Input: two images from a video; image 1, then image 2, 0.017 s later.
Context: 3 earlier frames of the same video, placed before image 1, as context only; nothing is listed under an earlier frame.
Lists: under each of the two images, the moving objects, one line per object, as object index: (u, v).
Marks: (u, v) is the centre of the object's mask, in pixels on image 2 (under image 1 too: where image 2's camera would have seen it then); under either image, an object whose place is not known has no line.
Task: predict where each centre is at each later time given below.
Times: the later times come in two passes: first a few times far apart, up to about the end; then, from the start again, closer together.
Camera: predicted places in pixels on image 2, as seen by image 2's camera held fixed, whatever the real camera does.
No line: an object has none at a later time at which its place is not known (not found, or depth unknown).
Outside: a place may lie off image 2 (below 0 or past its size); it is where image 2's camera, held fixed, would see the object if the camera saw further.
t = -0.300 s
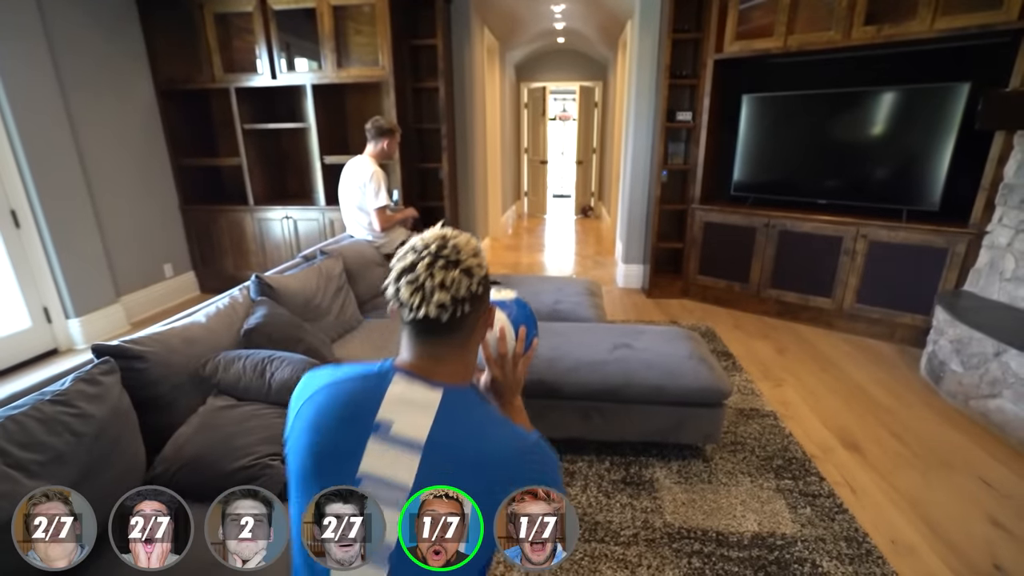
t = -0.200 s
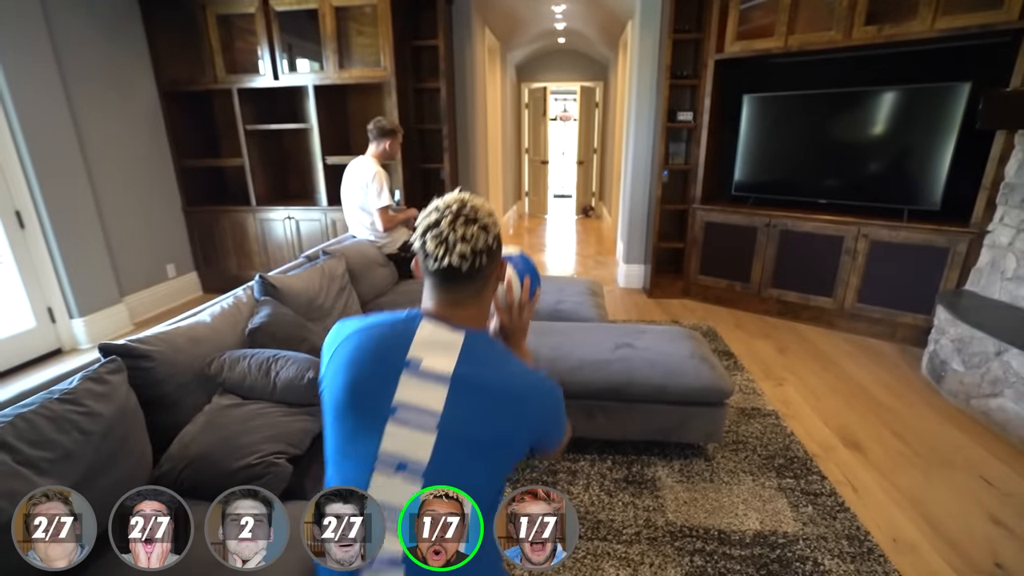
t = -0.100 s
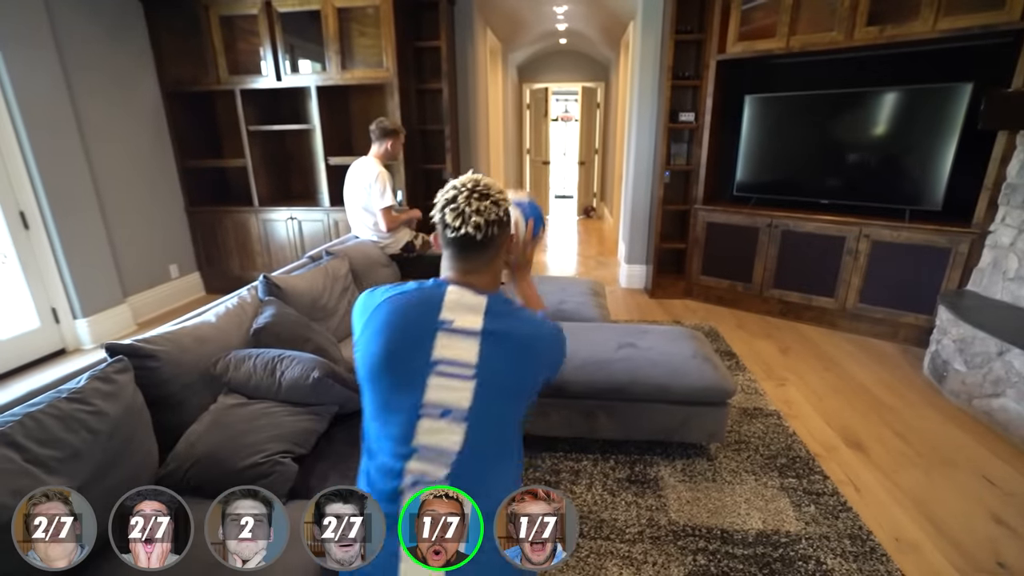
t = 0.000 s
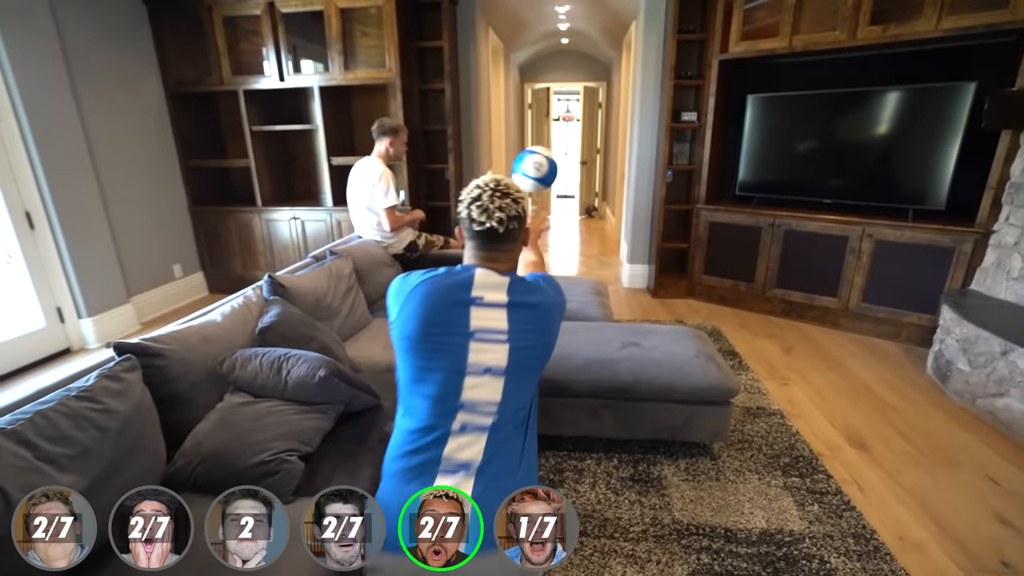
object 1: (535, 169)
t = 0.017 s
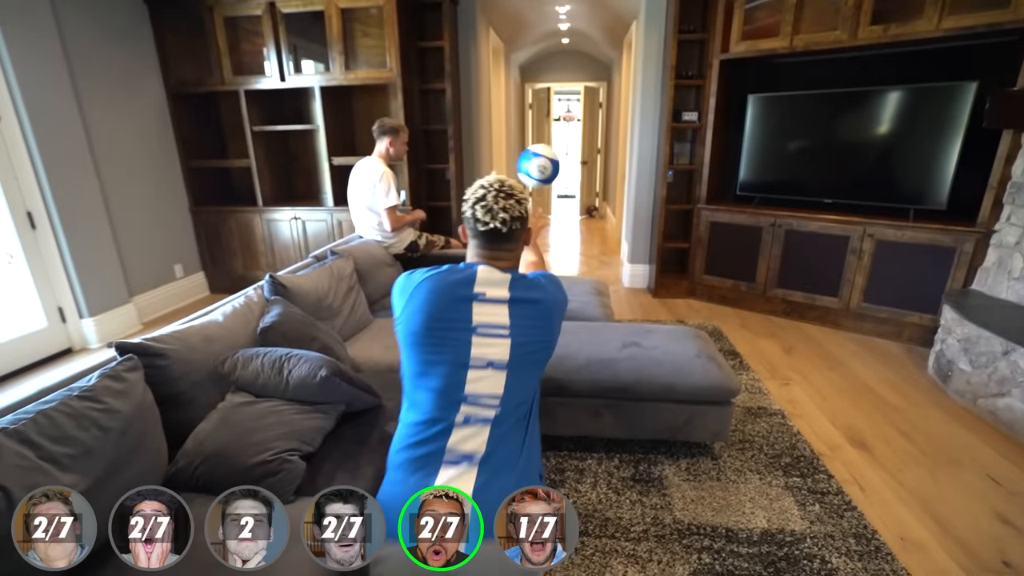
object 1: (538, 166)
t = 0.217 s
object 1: (557, 168)
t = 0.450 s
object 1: (565, 209)
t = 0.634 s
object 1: (567, 212)
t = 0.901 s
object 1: (568, 184)
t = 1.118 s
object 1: (572, 195)
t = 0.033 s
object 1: (540, 163)
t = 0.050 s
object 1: (543, 161)
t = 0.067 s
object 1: (545, 160)
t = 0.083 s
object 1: (547, 159)
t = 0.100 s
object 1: (549, 159)
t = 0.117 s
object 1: (550, 159)
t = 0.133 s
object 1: (552, 160)
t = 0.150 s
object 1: (553, 161)
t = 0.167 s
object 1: (554, 162)
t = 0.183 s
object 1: (555, 163)
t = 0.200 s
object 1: (556, 165)
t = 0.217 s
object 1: (557, 168)
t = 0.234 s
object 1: (558, 169)
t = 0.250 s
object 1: (558, 172)
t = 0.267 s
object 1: (560, 175)
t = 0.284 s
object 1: (560, 178)
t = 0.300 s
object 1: (561, 180)
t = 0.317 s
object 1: (562, 183)
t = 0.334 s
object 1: (563, 187)
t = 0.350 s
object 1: (563, 190)
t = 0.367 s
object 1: (564, 193)
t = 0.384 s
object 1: (565, 196)
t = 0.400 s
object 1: (565, 198)
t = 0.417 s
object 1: (565, 200)
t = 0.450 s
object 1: (565, 209)
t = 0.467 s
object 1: (565, 212)
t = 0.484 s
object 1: (566, 216)
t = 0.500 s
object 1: (566, 219)
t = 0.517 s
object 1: (566, 223)
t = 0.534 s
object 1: (566, 227)
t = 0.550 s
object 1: (567, 230)
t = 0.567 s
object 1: (567, 228)
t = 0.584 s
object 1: (567, 224)
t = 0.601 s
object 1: (567, 220)
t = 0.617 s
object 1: (567, 216)
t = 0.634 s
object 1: (567, 212)
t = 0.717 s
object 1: (569, 198)
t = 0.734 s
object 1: (569, 196)
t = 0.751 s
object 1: (569, 193)
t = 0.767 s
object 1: (569, 193)
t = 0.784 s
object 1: (569, 190)
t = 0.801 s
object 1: (569, 189)
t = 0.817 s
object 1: (569, 187)
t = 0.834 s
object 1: (568, 186)
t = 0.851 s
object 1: (568, 185)
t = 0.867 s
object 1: (568, 185)
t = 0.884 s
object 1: (568, 184)
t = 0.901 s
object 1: (568, 184)
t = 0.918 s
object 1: (569, 184)
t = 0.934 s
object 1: (569, 184)
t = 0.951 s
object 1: (569, 184)
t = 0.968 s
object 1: (569, 184)
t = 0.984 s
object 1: (569, 184)
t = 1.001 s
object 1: (569, 185)
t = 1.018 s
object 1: (569, 185)
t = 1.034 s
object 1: (568, 187)
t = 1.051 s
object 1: (568, 189)
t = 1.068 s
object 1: (567, 190)
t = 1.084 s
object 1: (568, 192)
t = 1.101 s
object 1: (569, 193)
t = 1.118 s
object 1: (572, 195)
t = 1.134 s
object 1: (572, 196)
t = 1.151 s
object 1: (572, 197)
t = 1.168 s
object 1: (570, 197)
